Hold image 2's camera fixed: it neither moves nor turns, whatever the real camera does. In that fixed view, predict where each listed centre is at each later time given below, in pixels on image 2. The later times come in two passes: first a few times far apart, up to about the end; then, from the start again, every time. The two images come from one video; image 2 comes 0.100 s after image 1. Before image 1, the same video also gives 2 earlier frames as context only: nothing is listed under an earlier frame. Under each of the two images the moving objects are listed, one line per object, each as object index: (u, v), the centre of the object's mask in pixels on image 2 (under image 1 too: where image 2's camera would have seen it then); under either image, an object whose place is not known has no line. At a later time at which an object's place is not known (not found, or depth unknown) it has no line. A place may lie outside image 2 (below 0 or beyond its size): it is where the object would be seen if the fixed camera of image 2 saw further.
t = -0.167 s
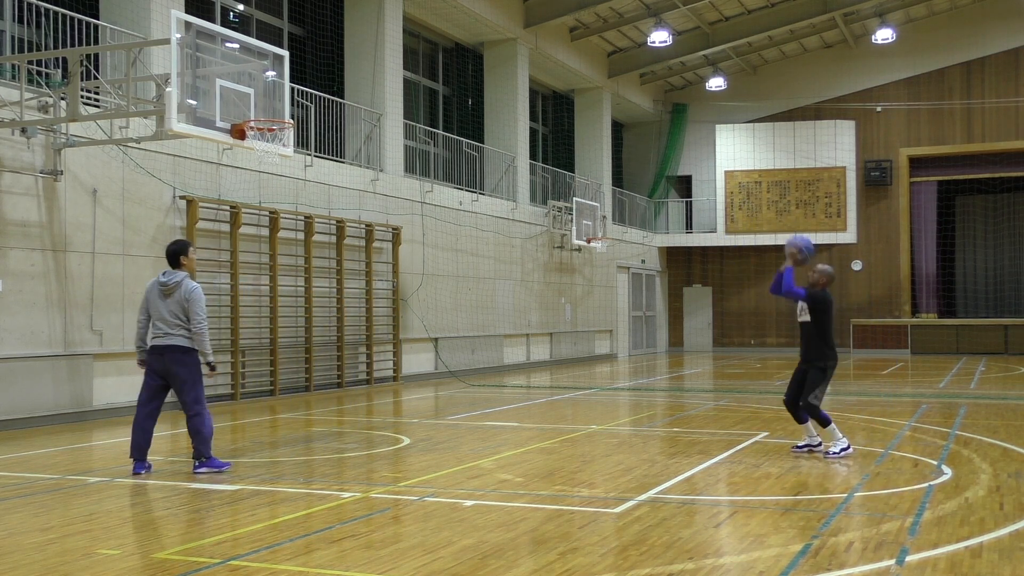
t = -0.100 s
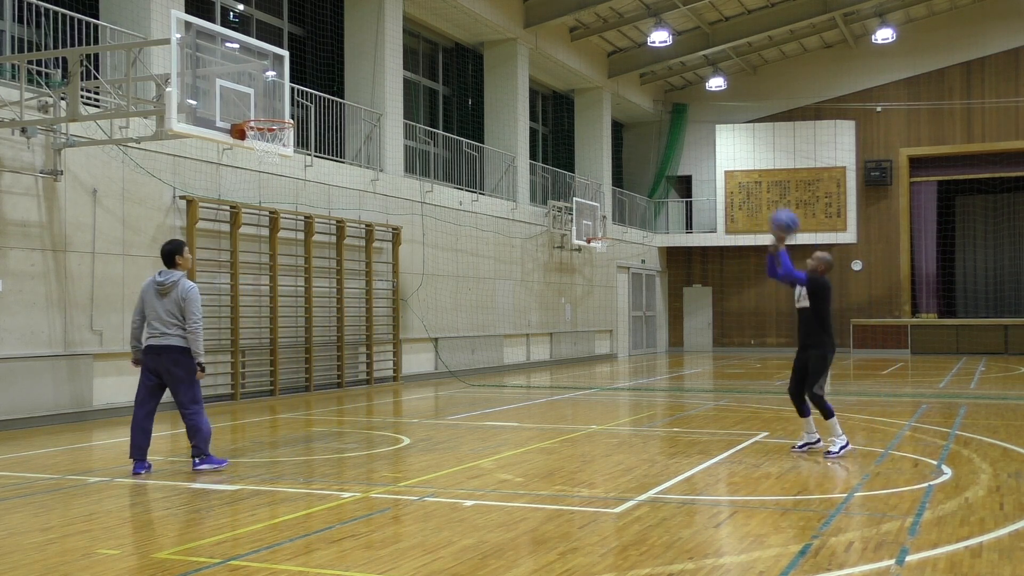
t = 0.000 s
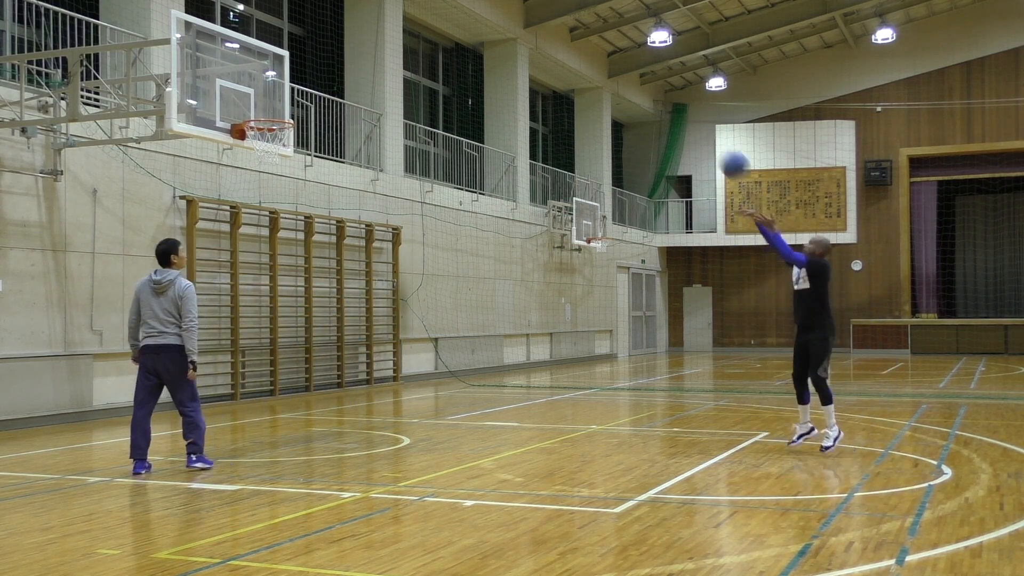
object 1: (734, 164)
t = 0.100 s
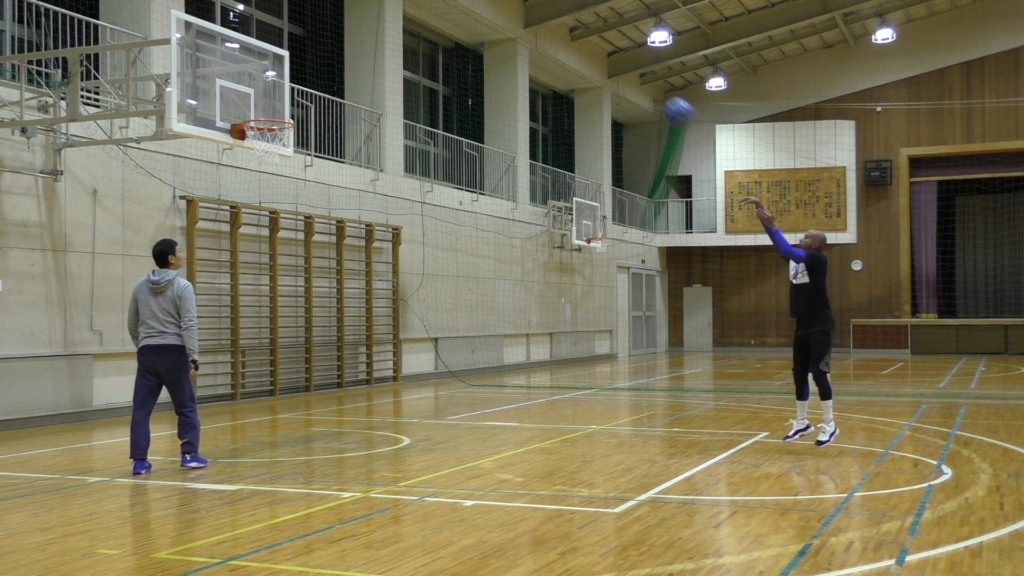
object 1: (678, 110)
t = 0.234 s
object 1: (608, 62)
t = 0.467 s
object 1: (489, 23)
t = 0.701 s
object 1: (379, 42)
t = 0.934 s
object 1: (276, 112)
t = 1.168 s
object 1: (256, 144)
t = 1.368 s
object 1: (277, 174)
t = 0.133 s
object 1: (661, 97)
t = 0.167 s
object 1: (643, 84)
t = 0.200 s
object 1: (625, 72)
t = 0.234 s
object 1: (608, 62)
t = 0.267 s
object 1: (590, 53)
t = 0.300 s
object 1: (573, 44)
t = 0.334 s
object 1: (556, 38)
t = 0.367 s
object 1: (539, 32)
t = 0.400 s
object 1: (522, 28)
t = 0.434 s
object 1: (506, 25)
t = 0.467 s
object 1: (489, 23)
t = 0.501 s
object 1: (473, 22)
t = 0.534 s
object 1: (457, 23)
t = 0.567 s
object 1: (442, 24)
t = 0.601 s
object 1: (426, 27)
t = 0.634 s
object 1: (411, 30)
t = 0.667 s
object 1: (395, 36)
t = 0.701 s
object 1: (379, 42)
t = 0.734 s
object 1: (364, 49)
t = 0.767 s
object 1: (348, 58)
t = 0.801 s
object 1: (333, 68)
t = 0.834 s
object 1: (319, 77)
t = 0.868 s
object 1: (305, 87)
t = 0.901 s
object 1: (289, 101)
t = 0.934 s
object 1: (276, 112)
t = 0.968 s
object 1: (261, 130)
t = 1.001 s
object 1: (249, 140)
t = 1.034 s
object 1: (244, 144)
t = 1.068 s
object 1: (246, 143)
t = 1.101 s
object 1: (248, 144)
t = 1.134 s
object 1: (252, 142)
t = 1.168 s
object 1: (256, 144)
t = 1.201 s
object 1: (259, 146)
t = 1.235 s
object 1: (263, 148)
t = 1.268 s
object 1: (267, 152)
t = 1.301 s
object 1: (270, 159)
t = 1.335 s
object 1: (273, 167)
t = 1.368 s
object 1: (277, 174)
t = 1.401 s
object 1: (280, 183)
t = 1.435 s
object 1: (284, 192)
